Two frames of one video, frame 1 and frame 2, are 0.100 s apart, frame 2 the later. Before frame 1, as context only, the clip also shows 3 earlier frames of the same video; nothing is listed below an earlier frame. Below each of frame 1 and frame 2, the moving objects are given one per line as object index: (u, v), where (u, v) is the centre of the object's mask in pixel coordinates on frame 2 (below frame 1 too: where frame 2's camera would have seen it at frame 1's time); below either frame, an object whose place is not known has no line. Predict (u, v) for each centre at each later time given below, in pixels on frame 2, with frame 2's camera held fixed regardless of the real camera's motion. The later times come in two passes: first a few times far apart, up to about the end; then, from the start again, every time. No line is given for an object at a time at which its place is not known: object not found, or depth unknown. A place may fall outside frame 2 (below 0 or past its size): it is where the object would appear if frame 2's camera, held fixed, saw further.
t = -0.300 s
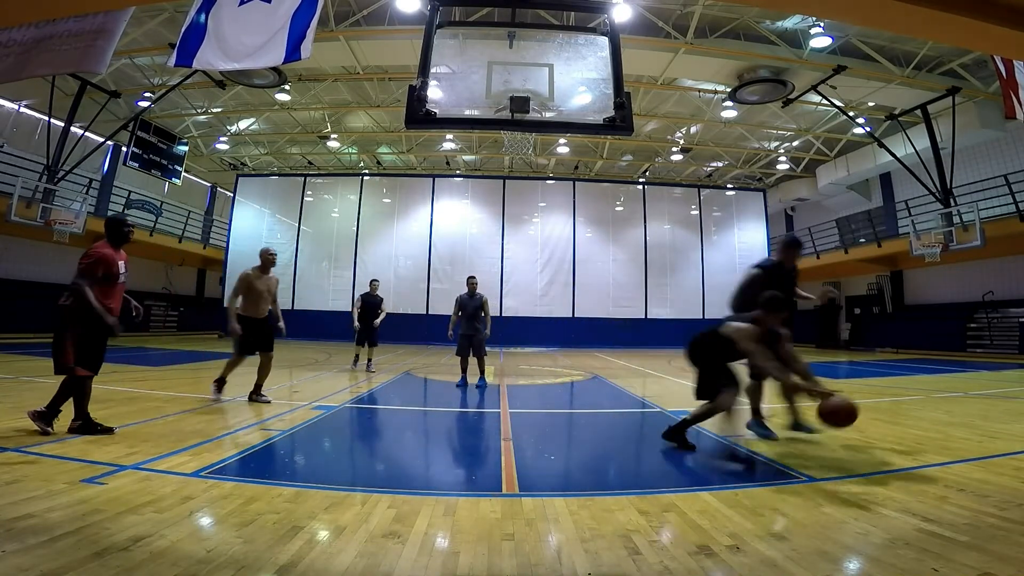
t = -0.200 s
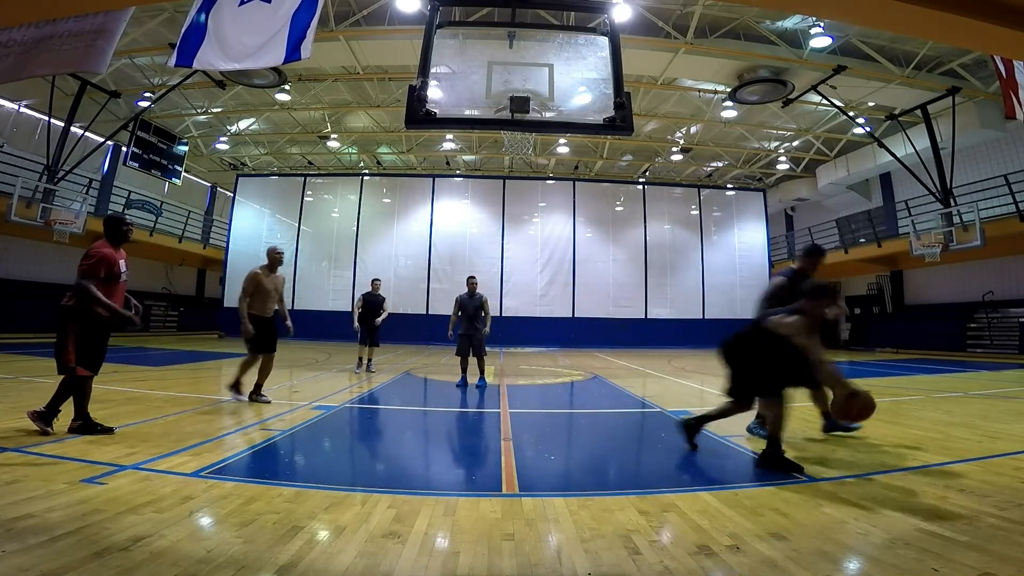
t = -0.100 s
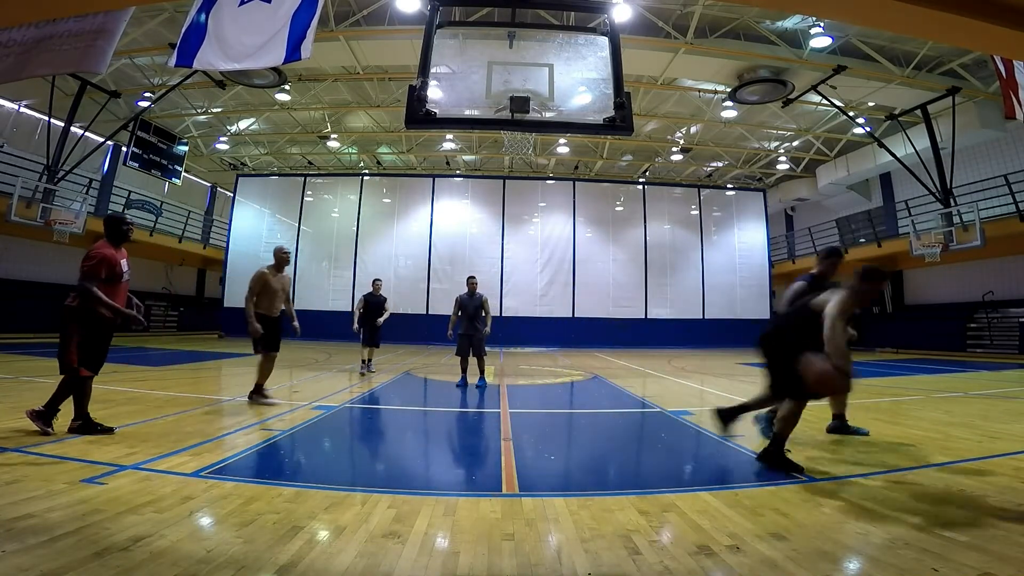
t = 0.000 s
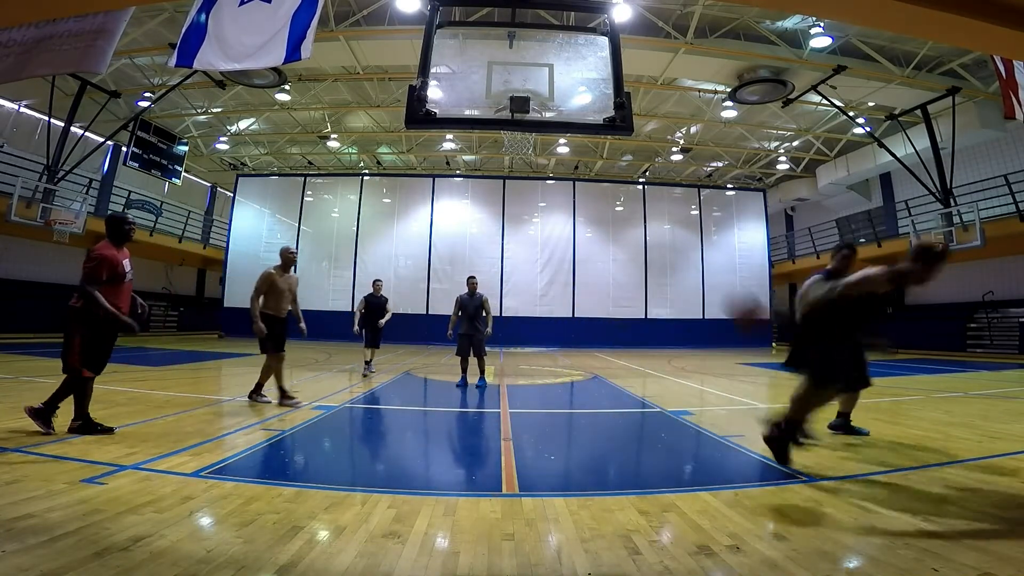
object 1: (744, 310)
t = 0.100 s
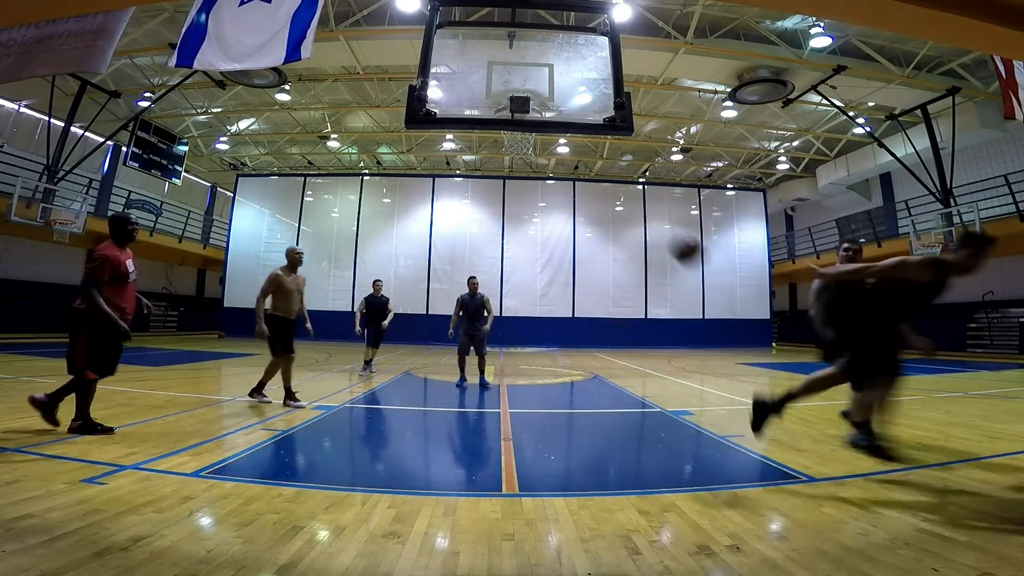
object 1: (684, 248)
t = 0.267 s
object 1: (621, 205)
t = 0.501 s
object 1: (568, 200)
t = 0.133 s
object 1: (670, 236)
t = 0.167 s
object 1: (657, 225)
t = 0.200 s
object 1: (643, 216)
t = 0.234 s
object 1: (631, 209)
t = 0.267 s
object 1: (621, 205)
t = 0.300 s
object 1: (612, 200)
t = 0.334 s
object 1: (603, 199)
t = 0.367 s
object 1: (595, 197)
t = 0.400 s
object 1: (588, 196)
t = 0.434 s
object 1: (580, 197)
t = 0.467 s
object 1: (574, 198)
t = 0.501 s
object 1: (568, 200)
